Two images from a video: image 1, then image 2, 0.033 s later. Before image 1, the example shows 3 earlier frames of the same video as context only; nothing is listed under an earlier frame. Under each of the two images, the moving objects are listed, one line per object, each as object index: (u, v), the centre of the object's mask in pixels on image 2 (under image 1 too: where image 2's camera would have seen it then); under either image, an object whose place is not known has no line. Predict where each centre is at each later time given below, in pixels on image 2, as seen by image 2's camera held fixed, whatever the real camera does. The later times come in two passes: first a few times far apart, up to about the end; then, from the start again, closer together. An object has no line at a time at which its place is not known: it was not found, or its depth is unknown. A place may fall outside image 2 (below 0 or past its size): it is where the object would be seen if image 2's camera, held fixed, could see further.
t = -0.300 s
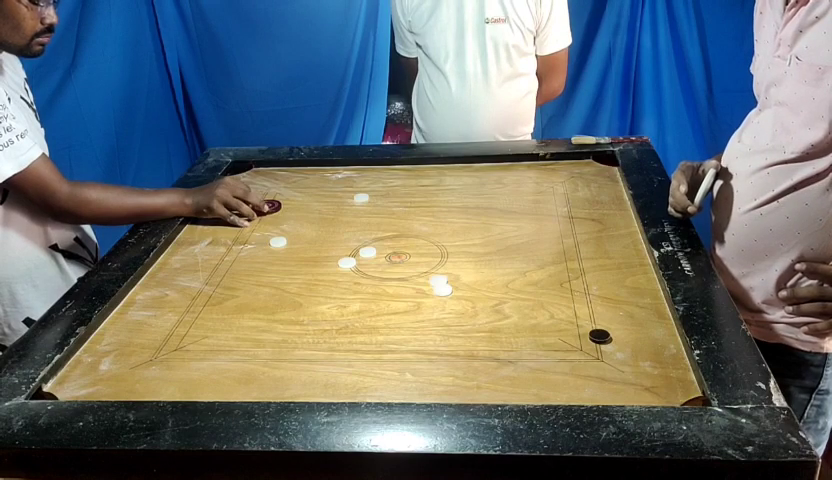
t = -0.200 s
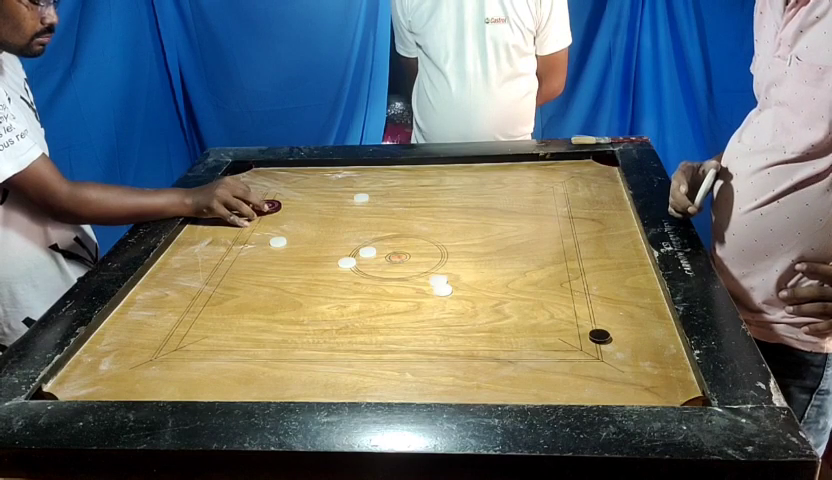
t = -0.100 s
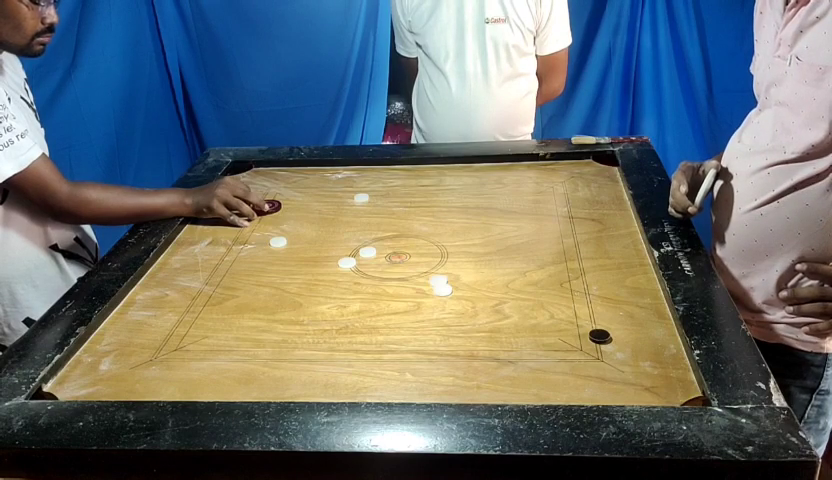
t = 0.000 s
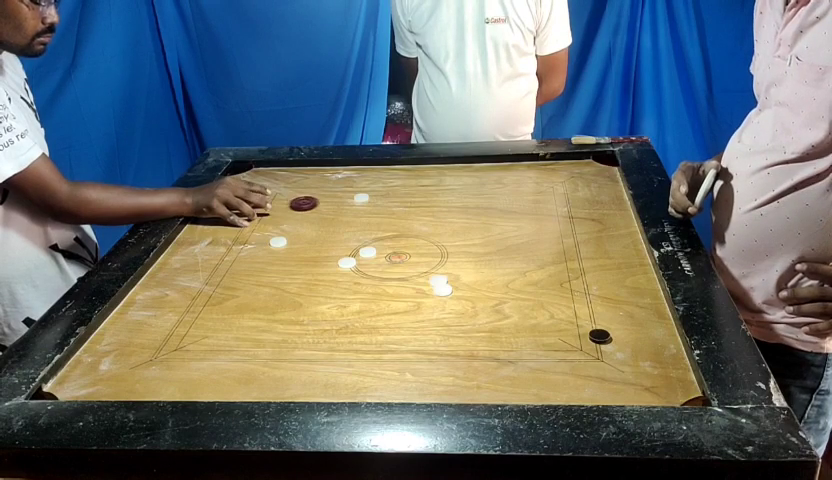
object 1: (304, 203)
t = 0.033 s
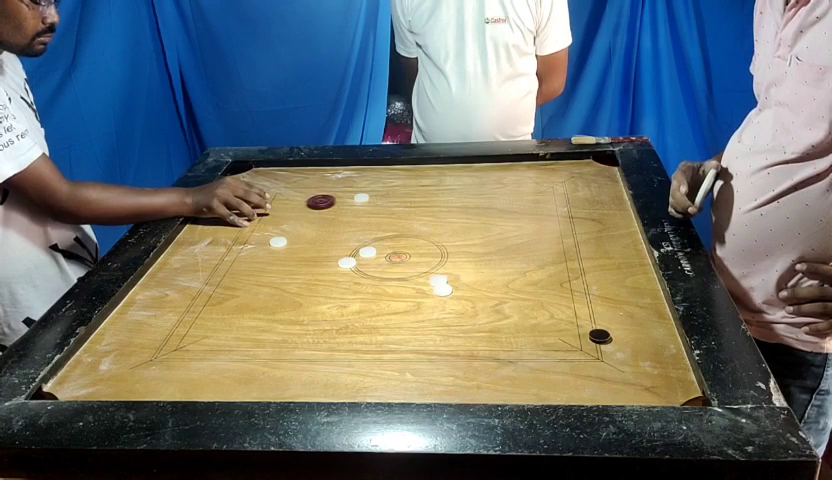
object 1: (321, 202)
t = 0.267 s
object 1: (390, 196)
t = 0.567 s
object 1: (422, 193)
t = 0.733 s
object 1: (422, 193)
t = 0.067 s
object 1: (337, 200)
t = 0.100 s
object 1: (348, 199)
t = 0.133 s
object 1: (358, 198)
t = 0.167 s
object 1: (367, 198)
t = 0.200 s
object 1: (375, 197)
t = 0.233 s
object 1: (383, 196)
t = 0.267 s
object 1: (390, 196)
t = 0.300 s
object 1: (397, 196)
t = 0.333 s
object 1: (403, 195)
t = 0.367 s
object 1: (408, 195)
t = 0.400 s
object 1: (412, 194)
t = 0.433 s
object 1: (415, 194)
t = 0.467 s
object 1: (418, 194)
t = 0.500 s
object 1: (420, 194)
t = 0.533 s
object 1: (421, 193)
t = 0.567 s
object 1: (422, 193)
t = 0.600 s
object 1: (422, 193)
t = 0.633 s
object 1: (422, 193)
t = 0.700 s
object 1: (422, 193)
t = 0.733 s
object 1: (422, 193)
